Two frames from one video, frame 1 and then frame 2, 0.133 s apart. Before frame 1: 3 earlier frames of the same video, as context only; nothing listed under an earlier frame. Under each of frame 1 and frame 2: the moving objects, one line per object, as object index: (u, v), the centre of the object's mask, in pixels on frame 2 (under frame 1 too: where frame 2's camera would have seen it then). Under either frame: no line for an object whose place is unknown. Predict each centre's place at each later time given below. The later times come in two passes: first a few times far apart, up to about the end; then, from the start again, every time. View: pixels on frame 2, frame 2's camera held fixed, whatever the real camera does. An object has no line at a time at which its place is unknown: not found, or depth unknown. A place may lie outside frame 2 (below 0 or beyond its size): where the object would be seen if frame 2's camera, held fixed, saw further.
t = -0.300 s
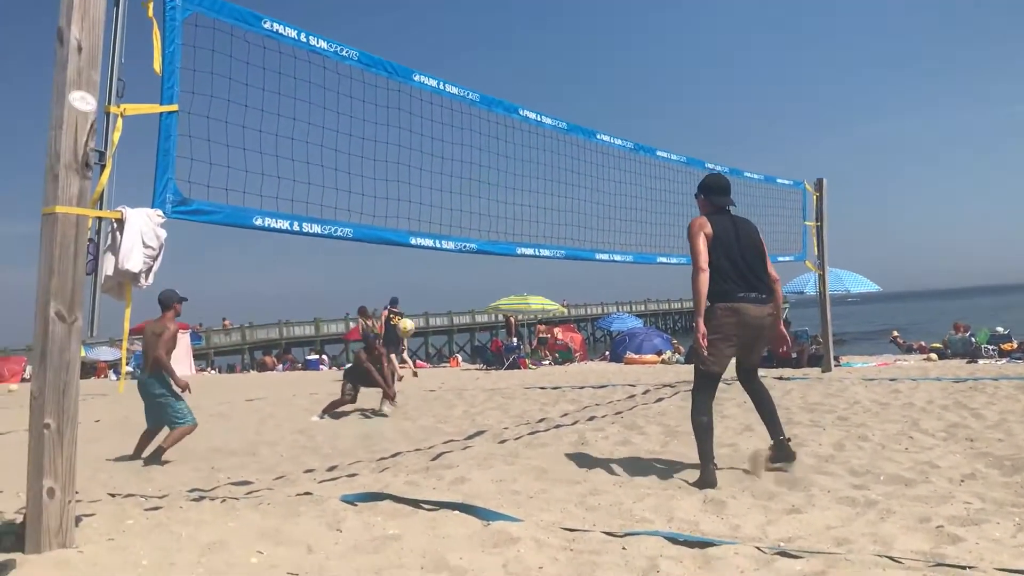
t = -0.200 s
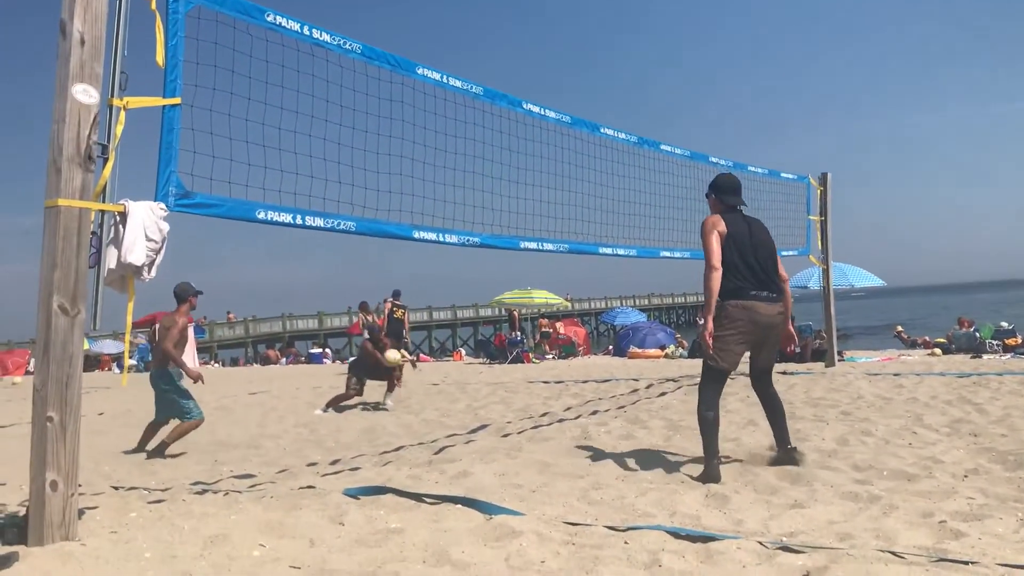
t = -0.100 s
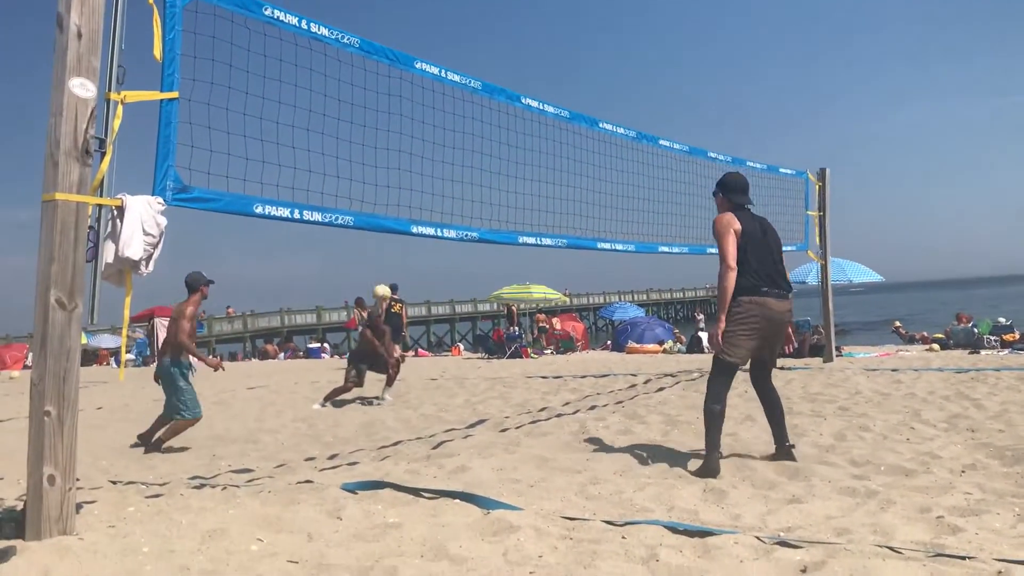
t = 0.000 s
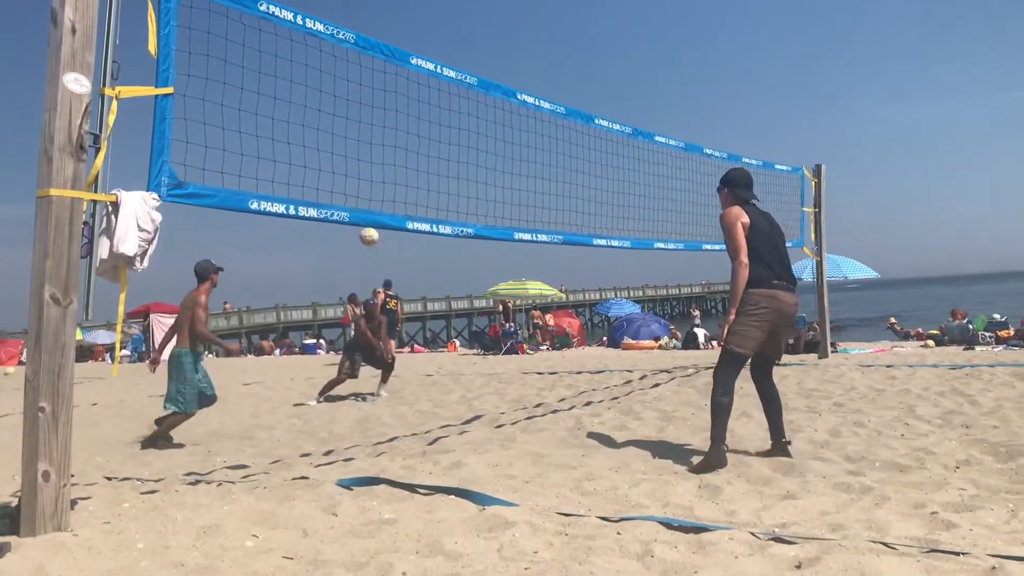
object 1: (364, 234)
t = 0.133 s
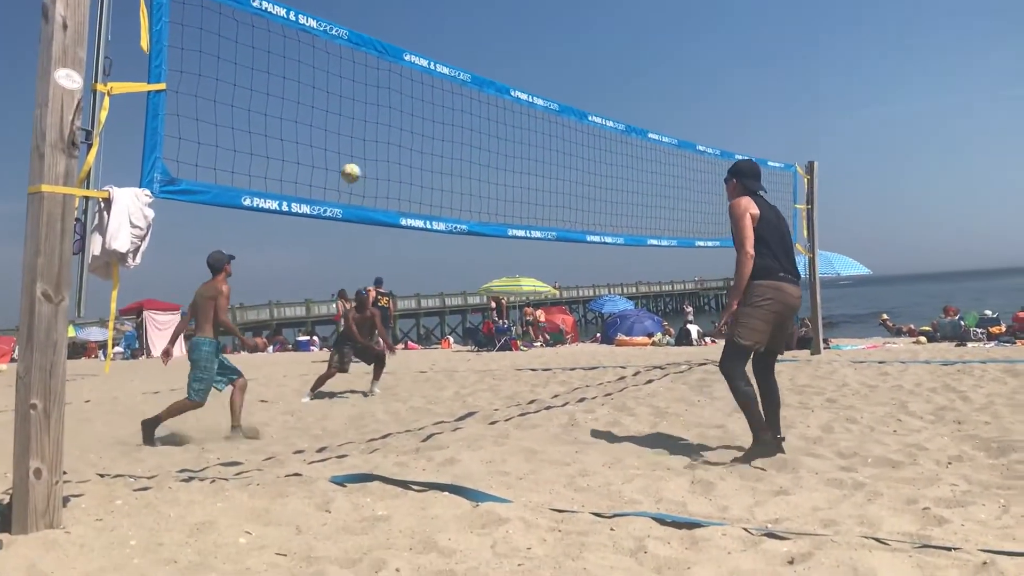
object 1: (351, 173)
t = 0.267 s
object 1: (338, 126)
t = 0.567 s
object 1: (310, 73)
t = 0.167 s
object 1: (348, 160)
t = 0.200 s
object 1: (345, 147)
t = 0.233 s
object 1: (341, 136)
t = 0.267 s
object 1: (338, 126)
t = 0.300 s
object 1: (335, 116)
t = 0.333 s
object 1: (332, 107)
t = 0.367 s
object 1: (328, 99)
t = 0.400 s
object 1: (325, 92)
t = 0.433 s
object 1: (322, 85)
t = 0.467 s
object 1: (319, 80)
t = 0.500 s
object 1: (316, 77)
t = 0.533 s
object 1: (313, 74)
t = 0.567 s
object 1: (310, 73)
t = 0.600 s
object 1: (308, 71)
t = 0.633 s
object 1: (304, 71)
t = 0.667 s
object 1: (302, 72)
